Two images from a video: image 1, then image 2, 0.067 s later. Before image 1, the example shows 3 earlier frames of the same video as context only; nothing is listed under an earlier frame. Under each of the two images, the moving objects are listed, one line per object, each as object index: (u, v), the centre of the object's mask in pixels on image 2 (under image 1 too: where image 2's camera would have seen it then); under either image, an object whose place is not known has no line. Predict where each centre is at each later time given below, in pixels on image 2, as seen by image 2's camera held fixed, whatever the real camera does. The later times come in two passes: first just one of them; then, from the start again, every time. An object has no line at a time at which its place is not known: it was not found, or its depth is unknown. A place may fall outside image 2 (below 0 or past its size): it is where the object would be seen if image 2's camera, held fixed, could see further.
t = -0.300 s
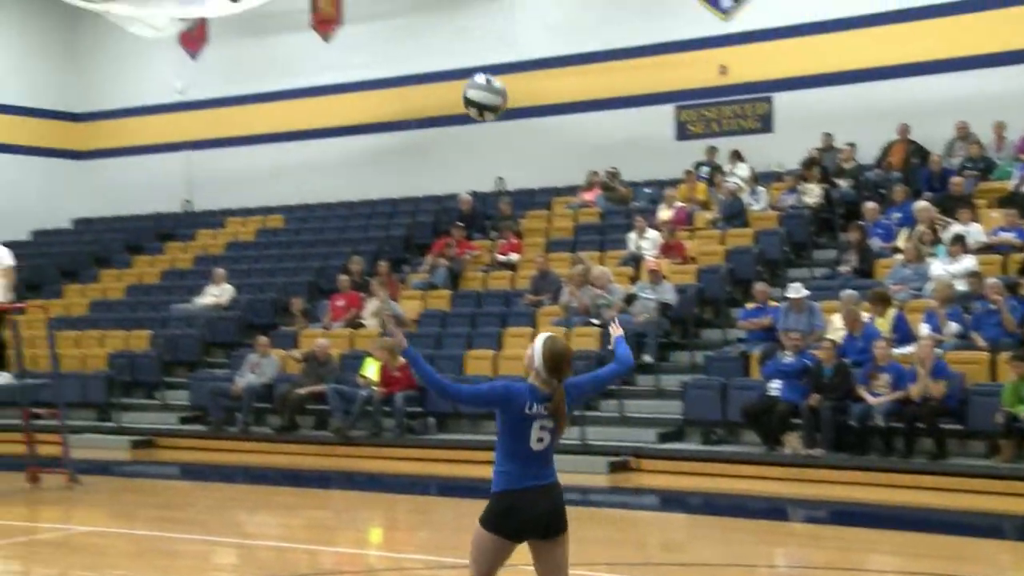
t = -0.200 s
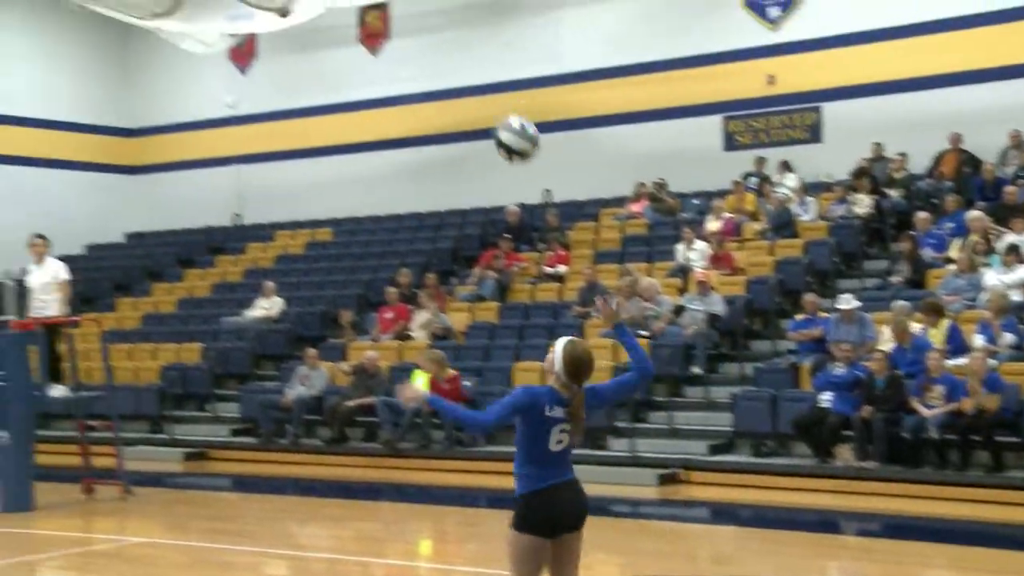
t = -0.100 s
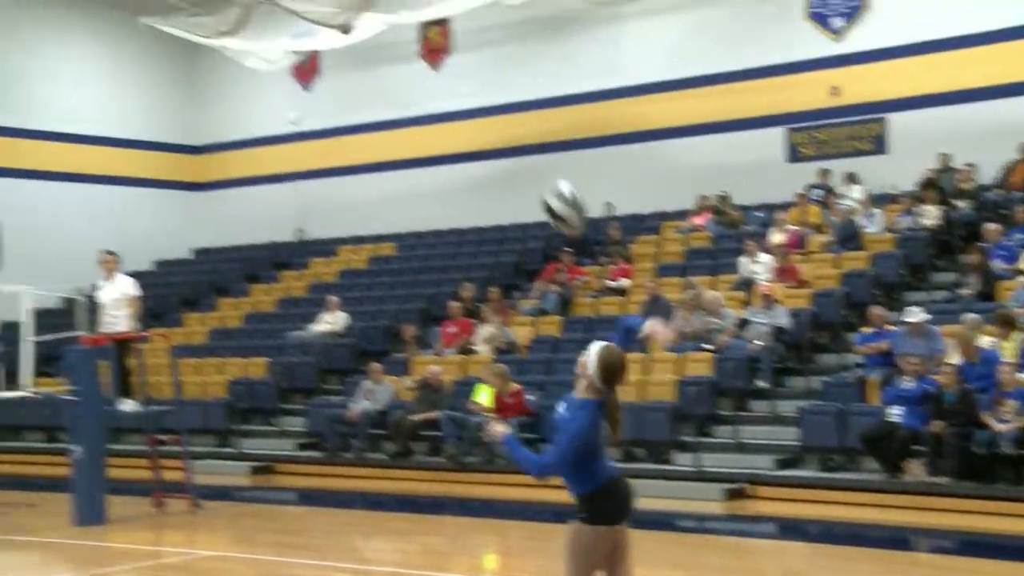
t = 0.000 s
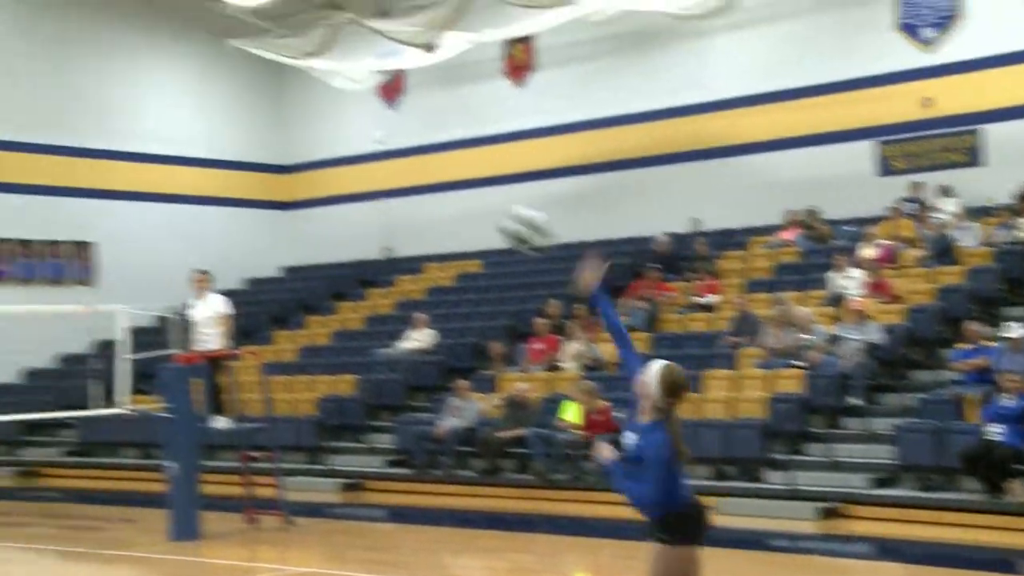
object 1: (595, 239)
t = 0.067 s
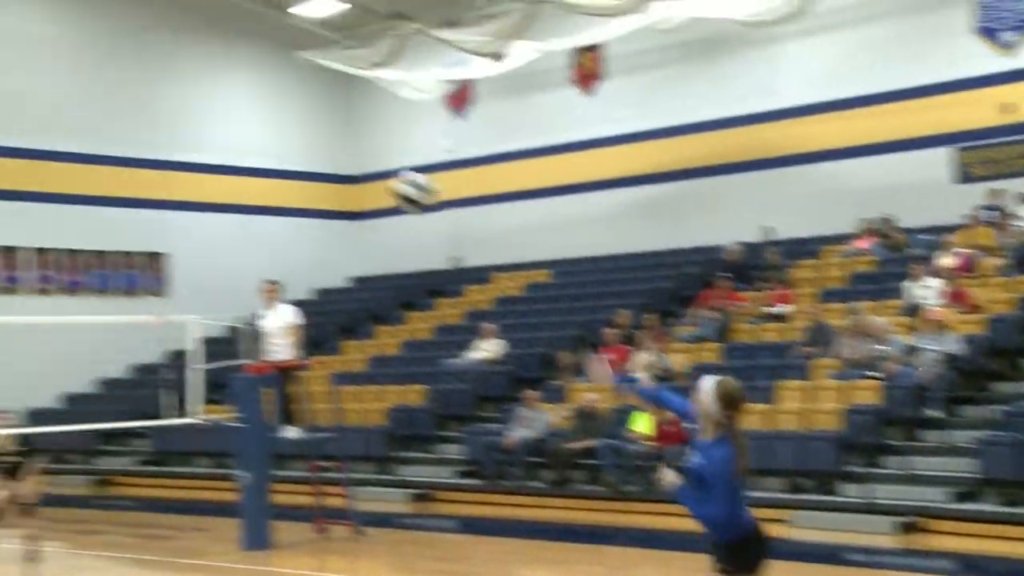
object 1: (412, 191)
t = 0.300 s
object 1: (-95, 98)
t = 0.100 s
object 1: (331, 171)
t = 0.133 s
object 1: (251, 158)
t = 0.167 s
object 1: (177, 140)
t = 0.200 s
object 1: (104, 125)
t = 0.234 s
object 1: (36, 115)
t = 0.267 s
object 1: (-30, 106)
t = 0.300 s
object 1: (-95, 98)
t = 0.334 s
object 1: (-156, 92)
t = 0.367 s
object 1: (-215, 89)
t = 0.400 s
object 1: (-273, 86)
